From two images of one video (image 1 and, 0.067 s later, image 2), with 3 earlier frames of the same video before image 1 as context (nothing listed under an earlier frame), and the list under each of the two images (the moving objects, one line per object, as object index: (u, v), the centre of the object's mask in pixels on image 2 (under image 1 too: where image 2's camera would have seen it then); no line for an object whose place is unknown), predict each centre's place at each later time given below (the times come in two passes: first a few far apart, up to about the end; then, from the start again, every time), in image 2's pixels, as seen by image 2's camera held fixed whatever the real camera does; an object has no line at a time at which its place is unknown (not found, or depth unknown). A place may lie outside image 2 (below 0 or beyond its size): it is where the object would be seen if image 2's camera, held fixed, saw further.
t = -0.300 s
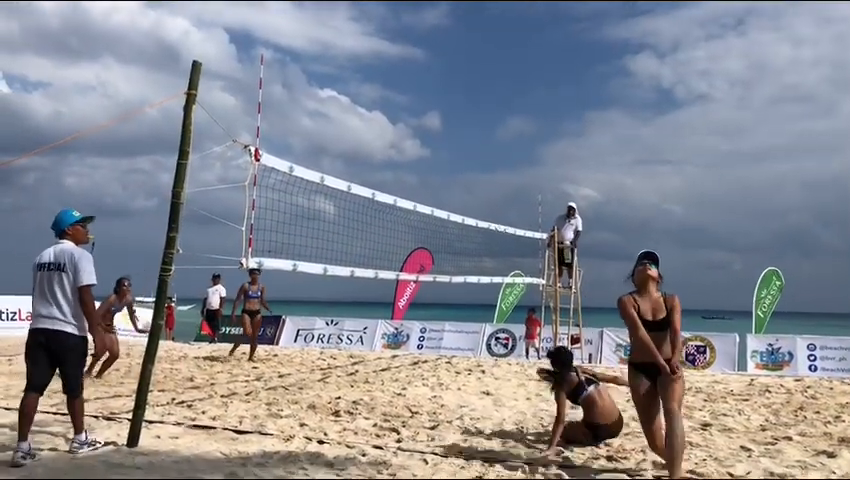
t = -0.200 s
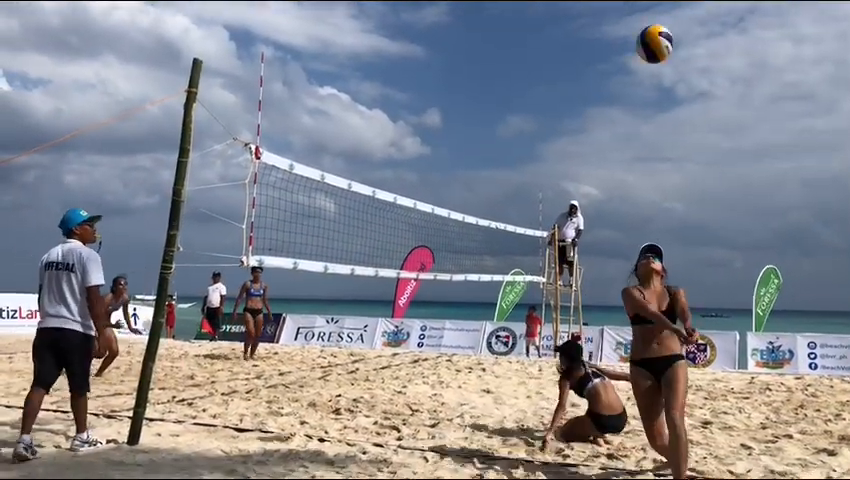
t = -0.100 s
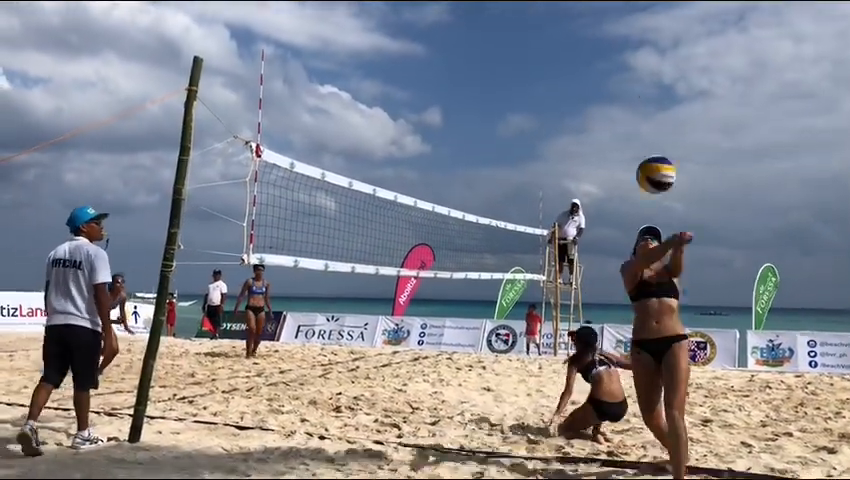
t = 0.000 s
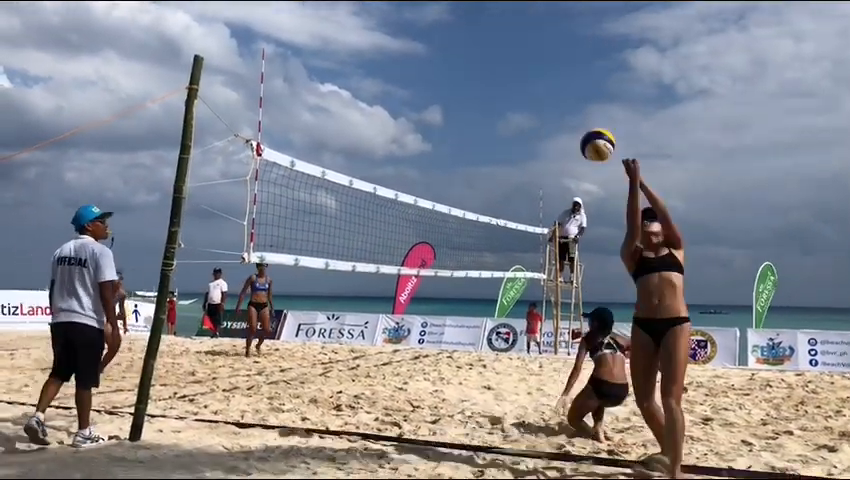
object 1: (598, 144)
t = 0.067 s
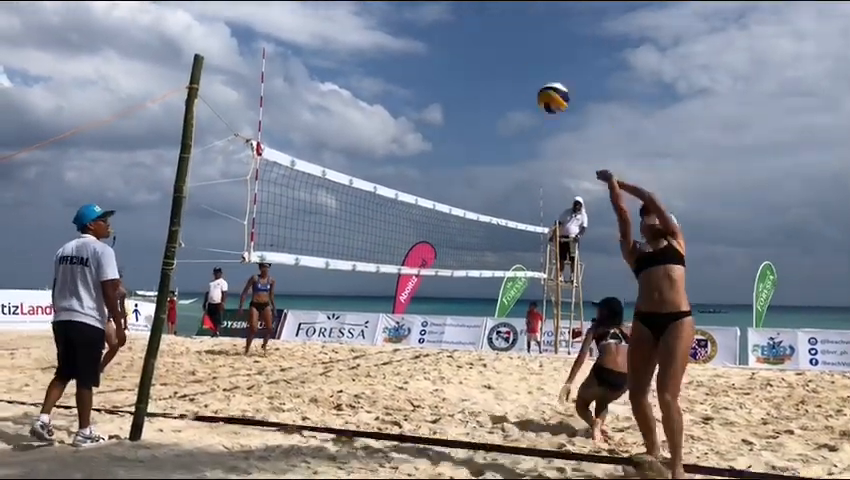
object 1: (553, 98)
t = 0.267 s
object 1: (454, 27)
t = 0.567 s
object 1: (363, 34)
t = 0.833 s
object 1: (311, 98)
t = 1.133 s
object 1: (269, 203)
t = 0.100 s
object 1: (533, 80)
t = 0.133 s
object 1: (515, 65)
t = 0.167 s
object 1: (499, 52)
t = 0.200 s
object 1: (483, 42)
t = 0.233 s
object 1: (468, 34)
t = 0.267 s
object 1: (454, 27)
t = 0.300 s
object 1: (442, 23)
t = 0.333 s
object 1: (430, 21)
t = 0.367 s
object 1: (419, 19)
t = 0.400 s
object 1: (408, 18)
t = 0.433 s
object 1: (398, 20)
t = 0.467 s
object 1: (388, 22)
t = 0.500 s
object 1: (380, 25)
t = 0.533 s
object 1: (371, 29)
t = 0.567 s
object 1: (363, 34)
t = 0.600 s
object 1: (356, 39)
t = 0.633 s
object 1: (348, 46)
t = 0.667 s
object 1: (342, 53)
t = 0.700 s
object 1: (335, 61)
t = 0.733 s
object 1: (328, 69)
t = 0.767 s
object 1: (323, 78)
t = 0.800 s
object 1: (317, 87)
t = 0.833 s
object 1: (311, 98)
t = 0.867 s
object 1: (306, 107)
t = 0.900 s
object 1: (300, 118)
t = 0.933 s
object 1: (296, 129)
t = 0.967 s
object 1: (291, 140)
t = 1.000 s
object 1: (287, 150)
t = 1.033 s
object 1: (280, 167)
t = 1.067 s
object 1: (278, 177)
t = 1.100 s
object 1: (274, 190)
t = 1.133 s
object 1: (269, 203)
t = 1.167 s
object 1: (266, 216)
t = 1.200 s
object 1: (262, 231)
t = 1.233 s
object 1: (260, 244)
